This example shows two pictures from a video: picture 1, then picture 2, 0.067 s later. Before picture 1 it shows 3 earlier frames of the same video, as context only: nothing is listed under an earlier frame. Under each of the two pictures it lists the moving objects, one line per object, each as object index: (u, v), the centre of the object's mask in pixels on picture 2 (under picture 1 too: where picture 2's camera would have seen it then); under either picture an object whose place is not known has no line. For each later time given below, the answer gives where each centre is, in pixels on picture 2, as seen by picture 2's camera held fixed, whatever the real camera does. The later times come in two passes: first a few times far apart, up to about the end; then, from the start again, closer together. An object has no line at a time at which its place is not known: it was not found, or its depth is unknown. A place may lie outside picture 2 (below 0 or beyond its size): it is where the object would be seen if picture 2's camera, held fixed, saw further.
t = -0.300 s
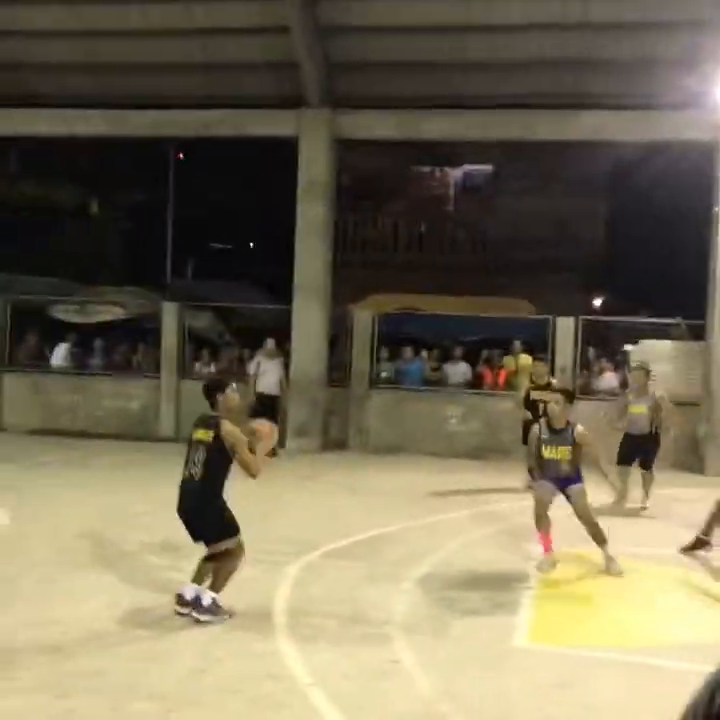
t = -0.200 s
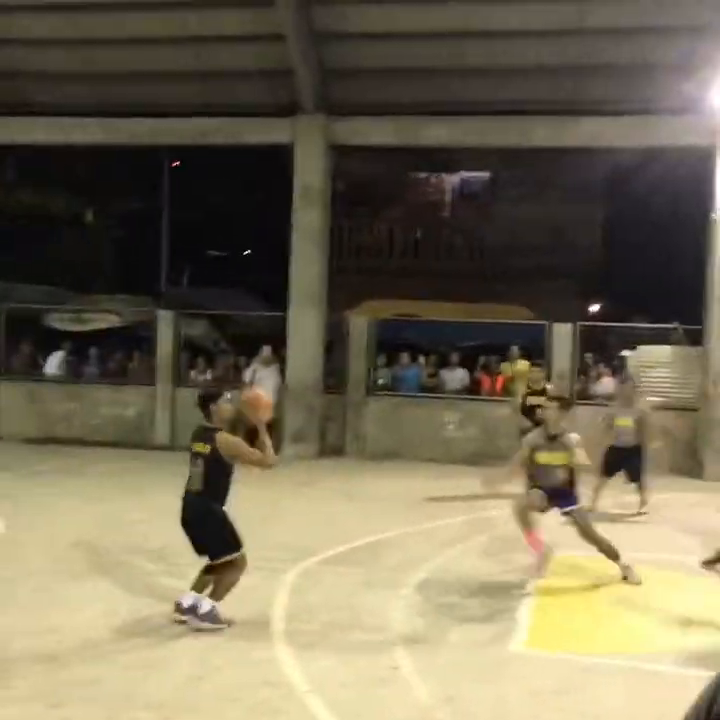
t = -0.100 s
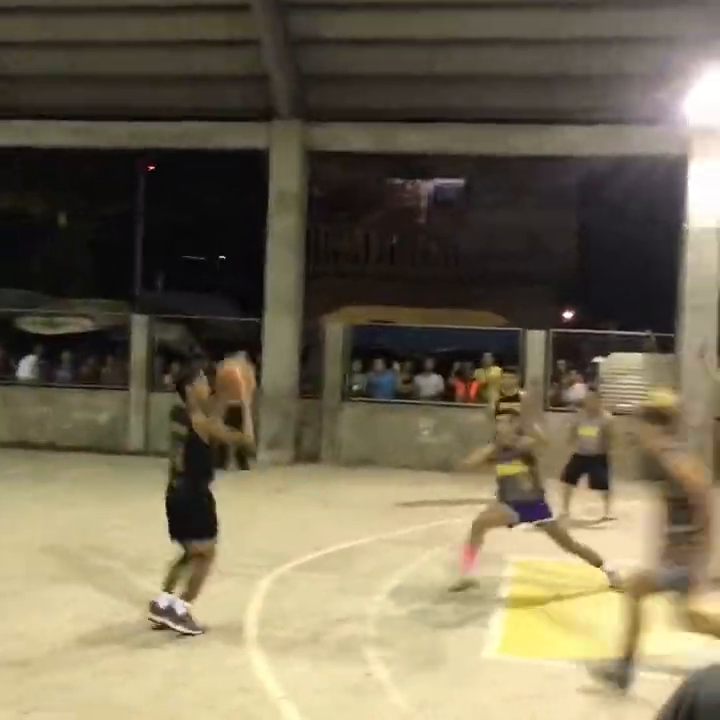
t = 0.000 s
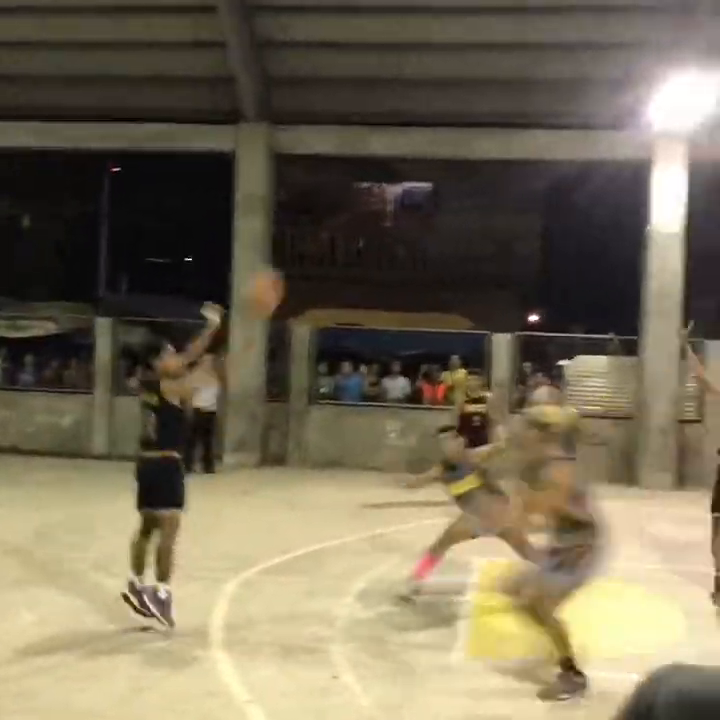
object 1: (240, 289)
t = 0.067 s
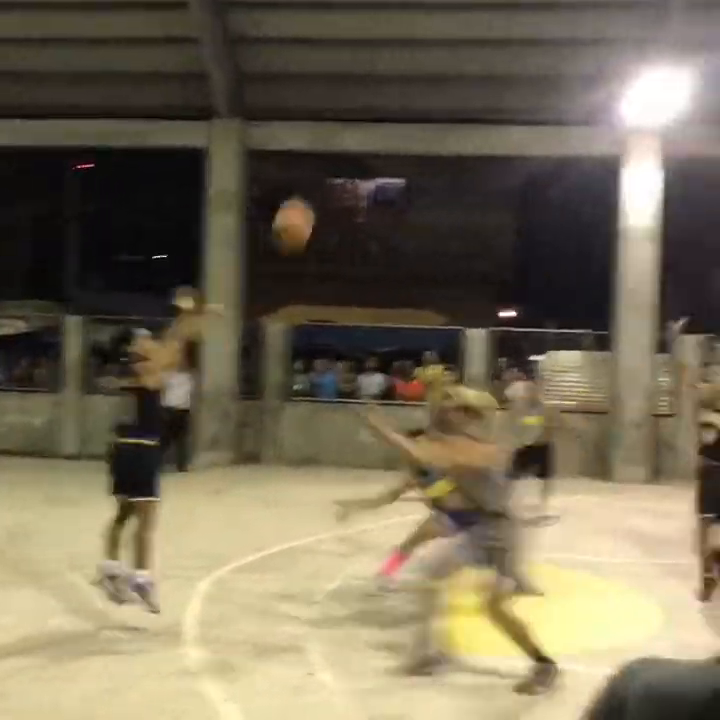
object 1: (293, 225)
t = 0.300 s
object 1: (494, 41)
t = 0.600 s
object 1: (735, -61)
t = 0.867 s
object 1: (937, -43)
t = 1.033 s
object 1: (1058, 23)
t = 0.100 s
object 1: (323, 193)
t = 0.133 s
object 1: (351, 161)
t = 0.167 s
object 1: (380, 136)
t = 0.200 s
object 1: (409, 107)
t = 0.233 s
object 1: (437, 85)
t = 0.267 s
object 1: (466, 61)
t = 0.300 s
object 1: (494, 41)
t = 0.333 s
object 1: (521, 25)
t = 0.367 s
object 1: (548, 6)
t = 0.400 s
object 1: (575, -7)
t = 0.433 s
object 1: (604, -20)
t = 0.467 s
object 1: (628, -29)
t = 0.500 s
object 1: (655, -42)
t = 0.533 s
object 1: (682, -50)
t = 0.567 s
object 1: (708, -56)
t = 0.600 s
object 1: (735, -61)
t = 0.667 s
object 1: (786, -66)
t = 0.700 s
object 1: (812, -68)
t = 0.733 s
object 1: (837, -68)
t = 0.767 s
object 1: (861, -63)
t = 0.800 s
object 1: (886, -58)
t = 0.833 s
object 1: (912, -52)
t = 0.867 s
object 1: (937, -43)
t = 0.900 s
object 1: (962, -34)
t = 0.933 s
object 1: (986, -22)
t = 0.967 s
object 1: (1011, -8)
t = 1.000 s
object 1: (1035, 7)
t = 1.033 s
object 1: (1058, 23)
